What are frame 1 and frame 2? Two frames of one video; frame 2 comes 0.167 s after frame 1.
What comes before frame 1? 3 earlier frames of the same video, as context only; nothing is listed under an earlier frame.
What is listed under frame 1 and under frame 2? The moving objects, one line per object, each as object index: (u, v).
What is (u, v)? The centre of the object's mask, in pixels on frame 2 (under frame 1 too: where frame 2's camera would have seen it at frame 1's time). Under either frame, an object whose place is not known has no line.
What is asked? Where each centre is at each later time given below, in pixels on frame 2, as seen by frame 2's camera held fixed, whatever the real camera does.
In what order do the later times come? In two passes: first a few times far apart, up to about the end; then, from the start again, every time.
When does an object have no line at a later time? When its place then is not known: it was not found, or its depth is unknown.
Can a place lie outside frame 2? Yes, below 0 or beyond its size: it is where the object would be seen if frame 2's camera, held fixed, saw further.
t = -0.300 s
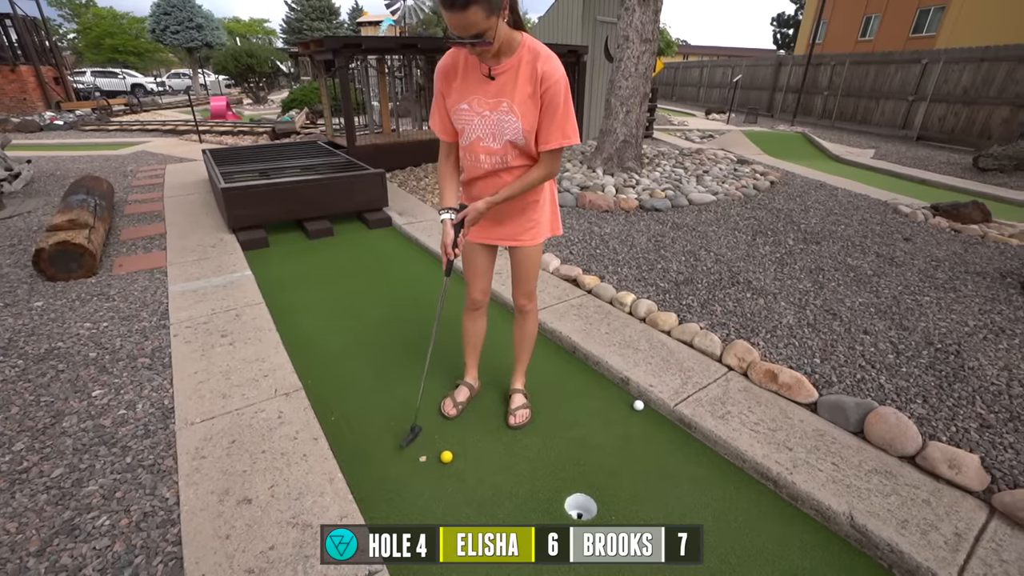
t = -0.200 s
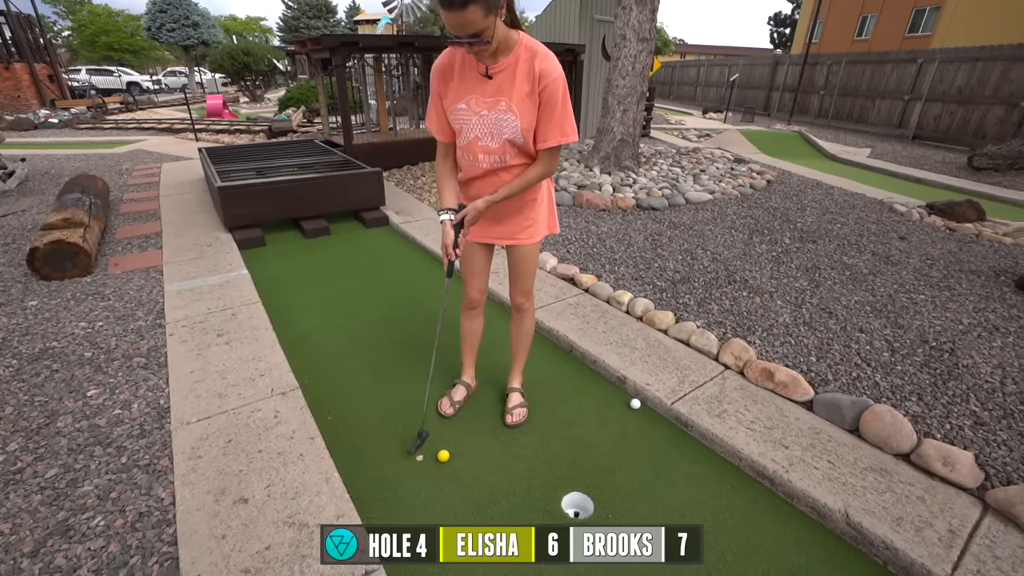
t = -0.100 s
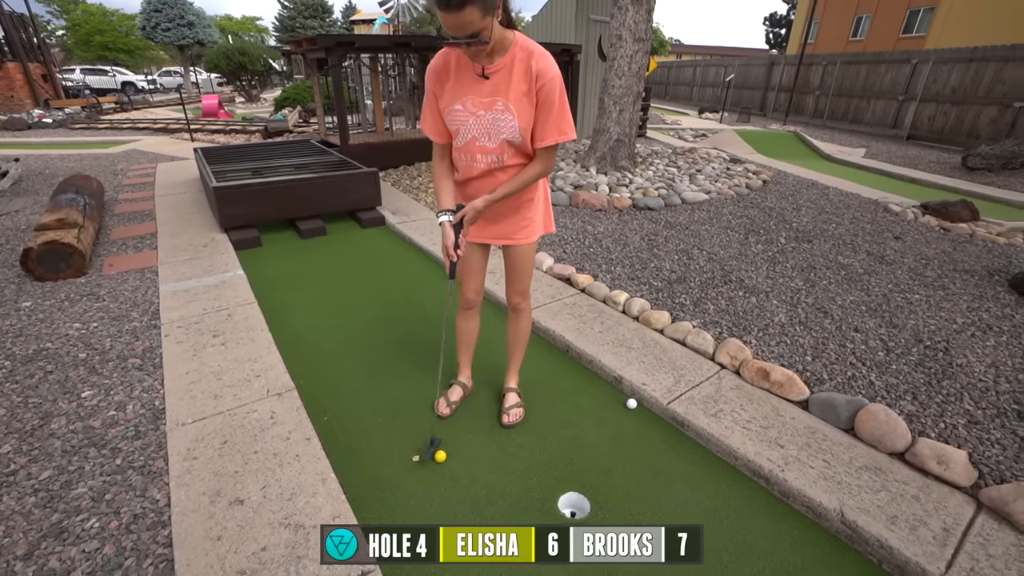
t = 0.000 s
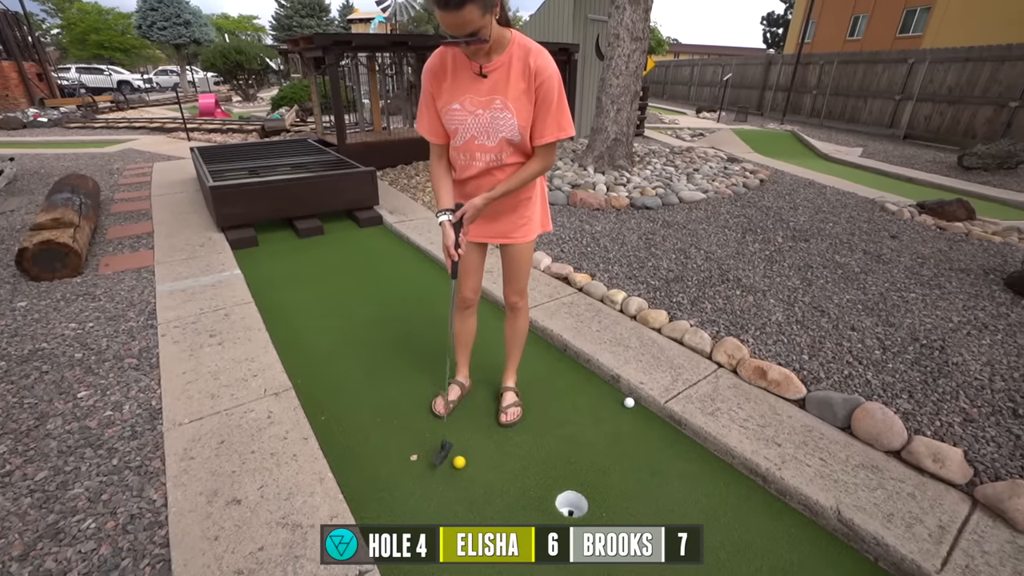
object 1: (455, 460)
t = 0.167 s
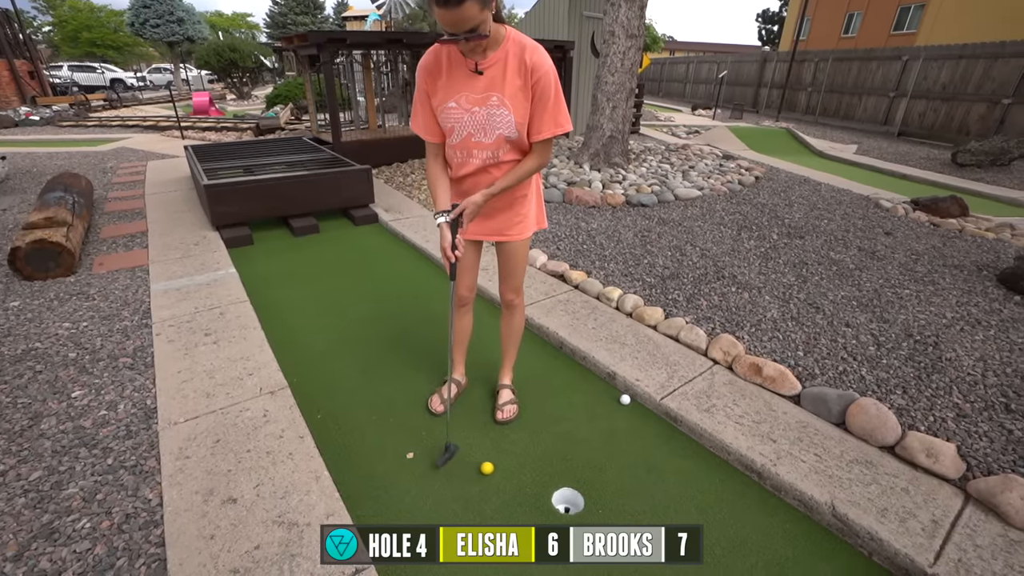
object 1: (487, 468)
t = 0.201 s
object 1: (493, 469)
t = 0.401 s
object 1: (528, 475)
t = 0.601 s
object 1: (559, 478)
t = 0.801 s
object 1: (586, 481)
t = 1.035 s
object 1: (612, 485)
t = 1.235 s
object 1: (633, 488)
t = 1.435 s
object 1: (651, 494)
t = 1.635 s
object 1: (665, 500)
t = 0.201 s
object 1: (493, 469)
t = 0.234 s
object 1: (499, 471)
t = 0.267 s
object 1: (505, 472)
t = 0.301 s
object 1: (511, 473)
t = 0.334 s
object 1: (517, 474)
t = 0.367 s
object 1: (522, 474)
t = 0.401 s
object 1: (528, 475)
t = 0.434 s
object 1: (533, 476)
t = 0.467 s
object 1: (539, 476)
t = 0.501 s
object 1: (544, 477)
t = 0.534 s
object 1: (549, 477)
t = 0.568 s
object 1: (554, 477)
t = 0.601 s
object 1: (559, 478)
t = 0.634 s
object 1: (564, 479)
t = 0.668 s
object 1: (569, 479)
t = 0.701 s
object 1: (574, 480)
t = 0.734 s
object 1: (578, 480)
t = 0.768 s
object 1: (582, 481)
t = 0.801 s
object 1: (586, 481)
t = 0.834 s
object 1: (590, 482)
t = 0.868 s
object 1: (594, 482)
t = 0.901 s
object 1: (598, 483)
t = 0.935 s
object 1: (602, 483)
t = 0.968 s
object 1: (605, 484)
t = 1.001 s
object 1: (609, 484)
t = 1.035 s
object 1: (612, 485)
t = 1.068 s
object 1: (616, 486)
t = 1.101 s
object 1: (620, 486)
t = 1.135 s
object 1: (623, 486)
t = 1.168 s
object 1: (627, 487)
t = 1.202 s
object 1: (630, 487)
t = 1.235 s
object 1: (633, 488)
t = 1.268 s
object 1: (636, 489)
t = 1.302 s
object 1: (639, 489)
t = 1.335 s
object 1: (643, 490)
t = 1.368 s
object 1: (646, 491)
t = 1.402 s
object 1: (648, 492)
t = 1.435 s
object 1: (651, 494)
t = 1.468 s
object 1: (654, 495)
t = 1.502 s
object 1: (656, 496)
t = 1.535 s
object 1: (658, 497)
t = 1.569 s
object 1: (661, 498)
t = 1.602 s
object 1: (663, 499)
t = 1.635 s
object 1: (665, 500)
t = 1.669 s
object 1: (667, 501)
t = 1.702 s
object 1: (669, 502)
